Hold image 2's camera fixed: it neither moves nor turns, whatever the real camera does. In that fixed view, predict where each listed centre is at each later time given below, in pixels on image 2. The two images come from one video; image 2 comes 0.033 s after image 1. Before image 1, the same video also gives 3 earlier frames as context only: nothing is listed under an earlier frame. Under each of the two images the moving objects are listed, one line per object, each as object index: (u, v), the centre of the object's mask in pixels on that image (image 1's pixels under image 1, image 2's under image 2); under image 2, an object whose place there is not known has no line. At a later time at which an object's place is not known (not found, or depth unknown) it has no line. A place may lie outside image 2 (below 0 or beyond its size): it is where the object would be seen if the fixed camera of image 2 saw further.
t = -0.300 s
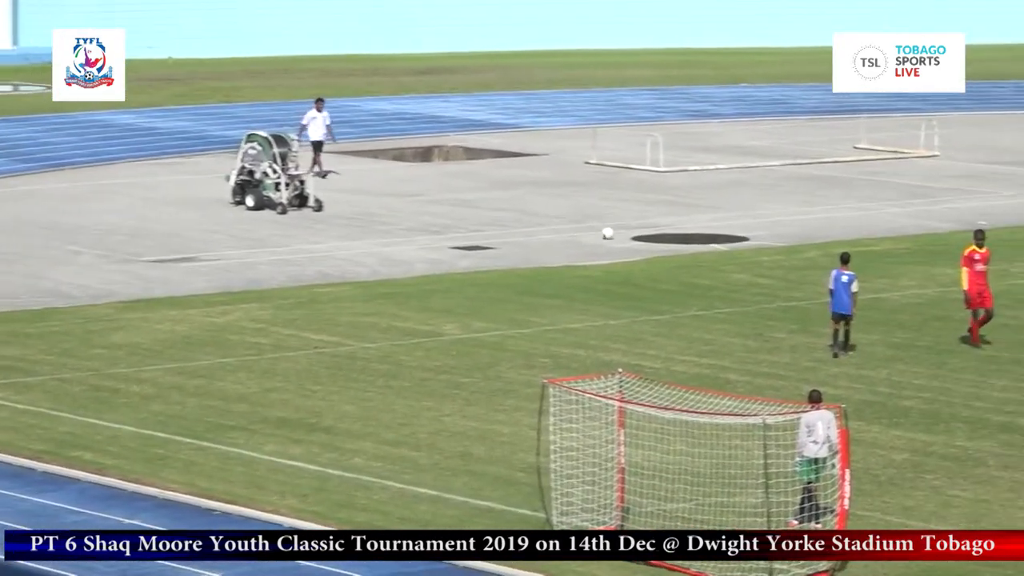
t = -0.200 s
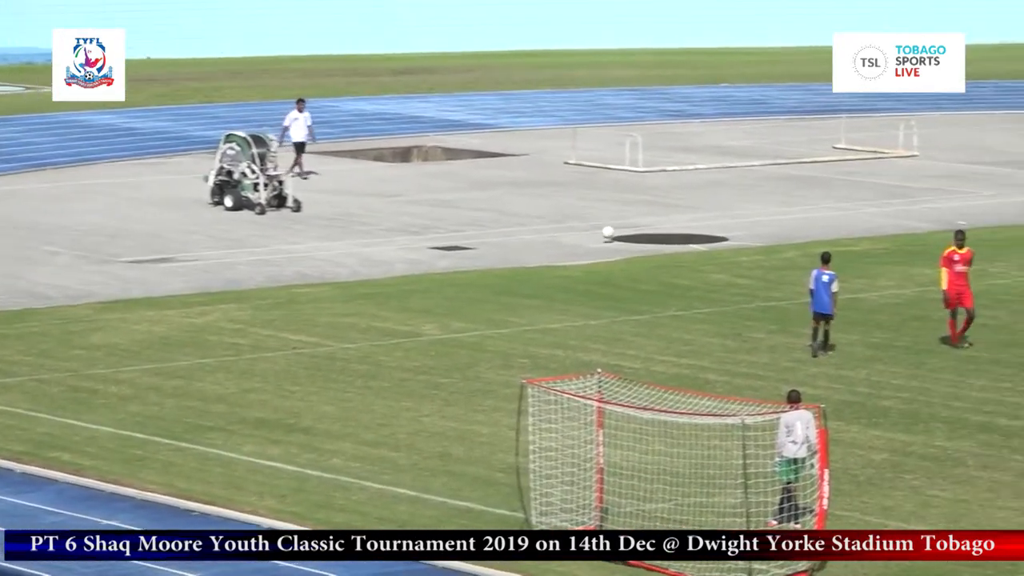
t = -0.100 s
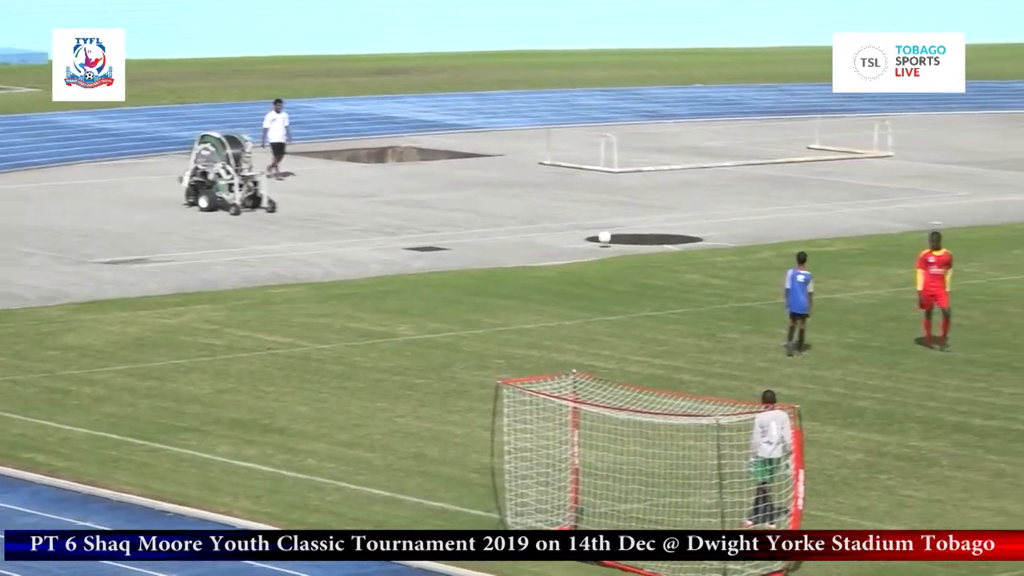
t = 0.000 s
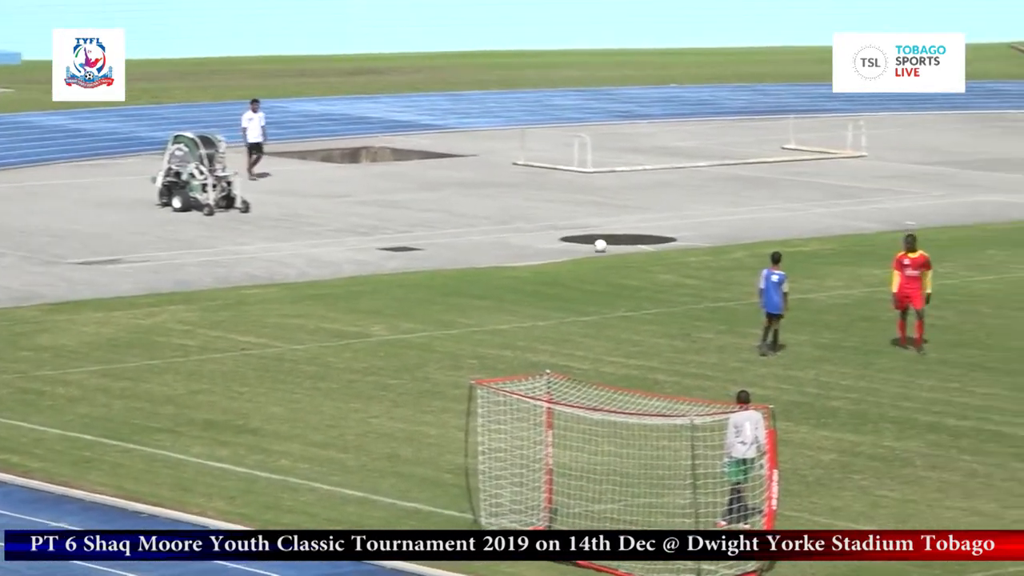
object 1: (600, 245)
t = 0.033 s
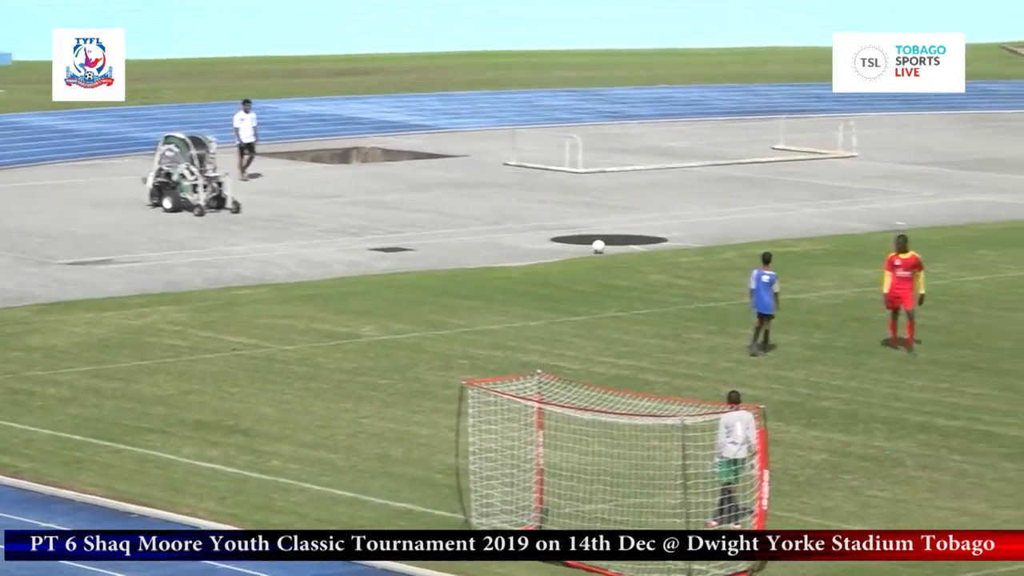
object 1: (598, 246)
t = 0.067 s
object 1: (603, 247)
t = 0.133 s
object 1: (613, 248)
